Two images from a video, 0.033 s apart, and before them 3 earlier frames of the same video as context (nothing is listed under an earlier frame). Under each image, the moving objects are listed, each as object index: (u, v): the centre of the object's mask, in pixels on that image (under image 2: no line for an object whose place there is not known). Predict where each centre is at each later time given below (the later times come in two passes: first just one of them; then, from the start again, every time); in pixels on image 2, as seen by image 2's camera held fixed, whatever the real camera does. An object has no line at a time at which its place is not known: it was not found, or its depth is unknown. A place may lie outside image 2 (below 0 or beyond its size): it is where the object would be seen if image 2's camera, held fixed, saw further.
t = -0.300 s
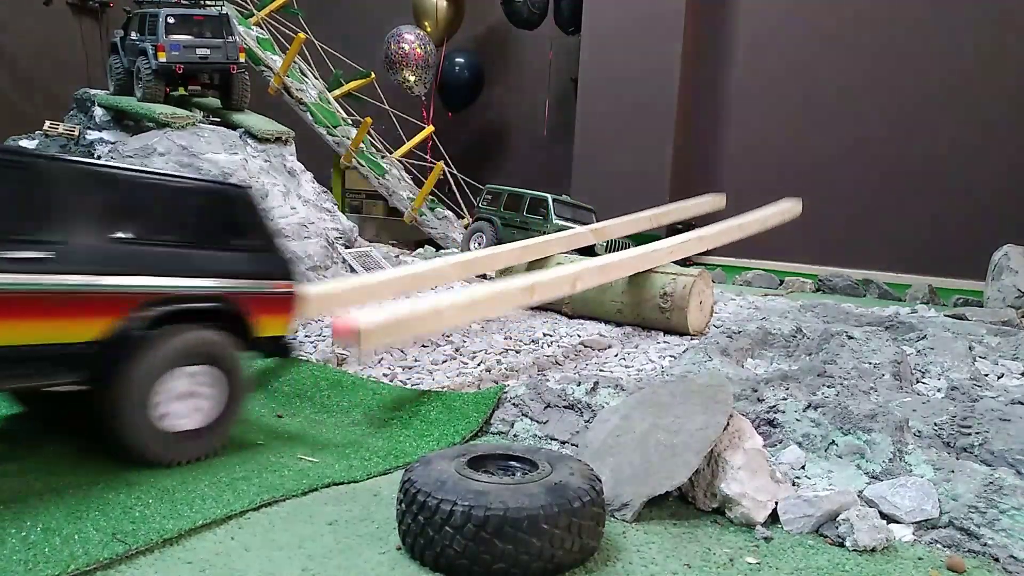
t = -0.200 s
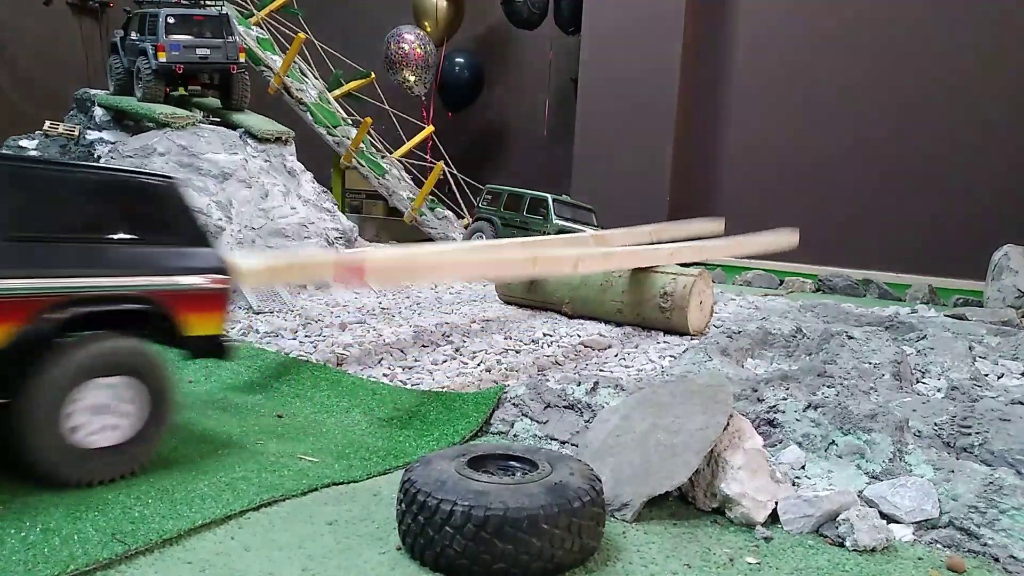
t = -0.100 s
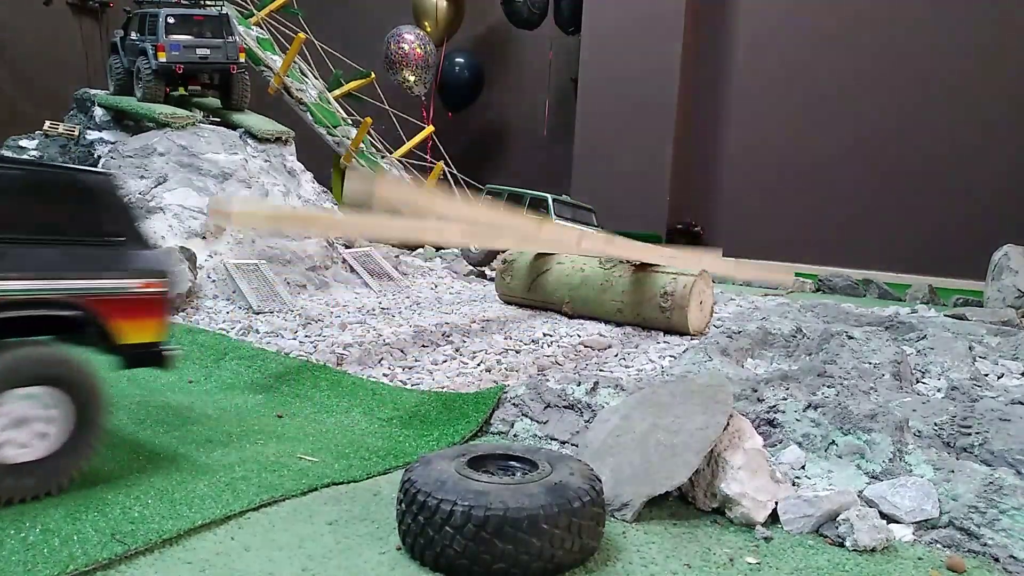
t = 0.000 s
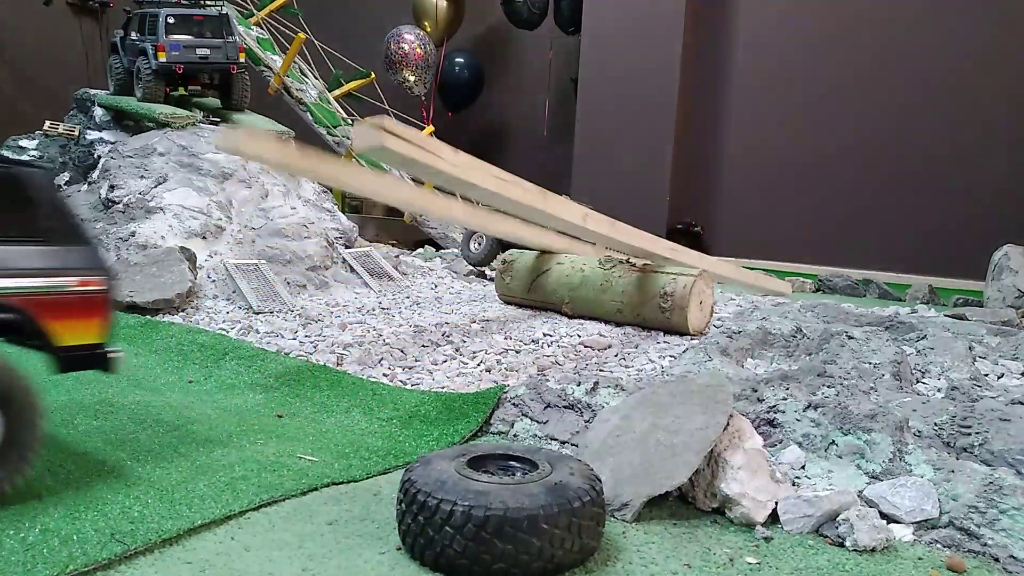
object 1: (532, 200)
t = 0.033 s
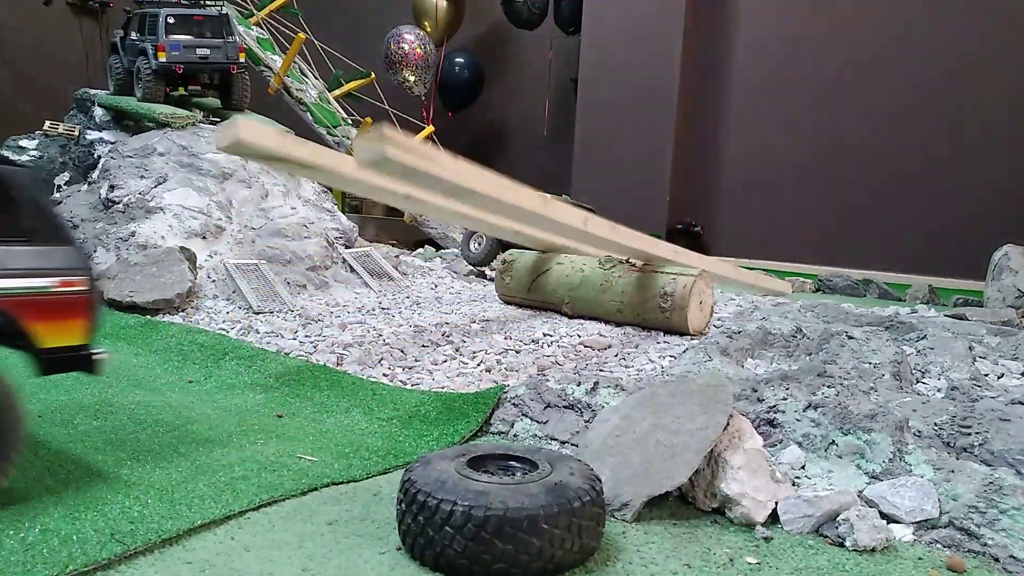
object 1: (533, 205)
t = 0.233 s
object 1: (548, 211)
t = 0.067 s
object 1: (542, 208)
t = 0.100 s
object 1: (547, 213)
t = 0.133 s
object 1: (544, 211)
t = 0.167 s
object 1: (544, 210)
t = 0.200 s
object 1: (545, 209)
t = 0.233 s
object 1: (548, 211)
